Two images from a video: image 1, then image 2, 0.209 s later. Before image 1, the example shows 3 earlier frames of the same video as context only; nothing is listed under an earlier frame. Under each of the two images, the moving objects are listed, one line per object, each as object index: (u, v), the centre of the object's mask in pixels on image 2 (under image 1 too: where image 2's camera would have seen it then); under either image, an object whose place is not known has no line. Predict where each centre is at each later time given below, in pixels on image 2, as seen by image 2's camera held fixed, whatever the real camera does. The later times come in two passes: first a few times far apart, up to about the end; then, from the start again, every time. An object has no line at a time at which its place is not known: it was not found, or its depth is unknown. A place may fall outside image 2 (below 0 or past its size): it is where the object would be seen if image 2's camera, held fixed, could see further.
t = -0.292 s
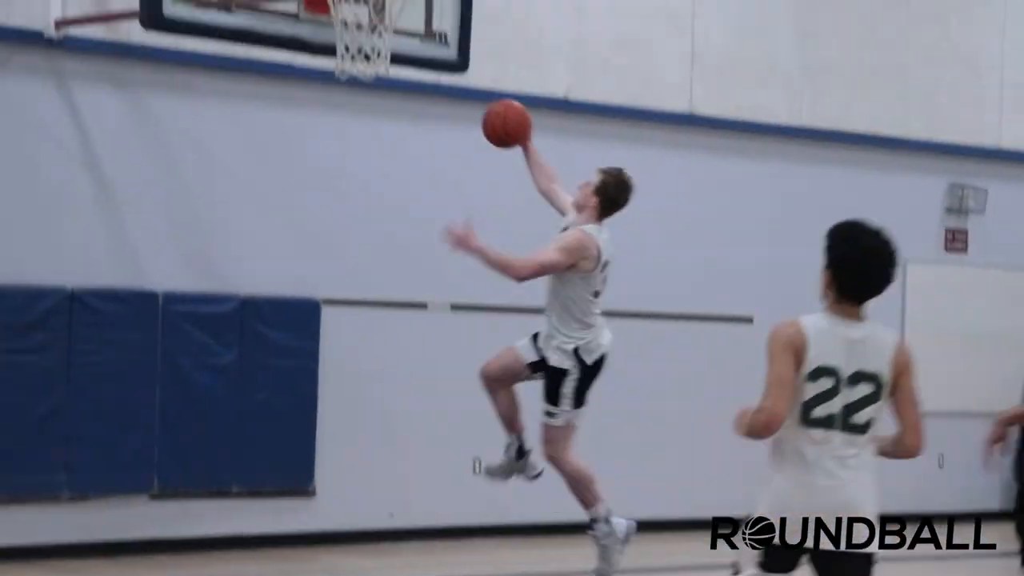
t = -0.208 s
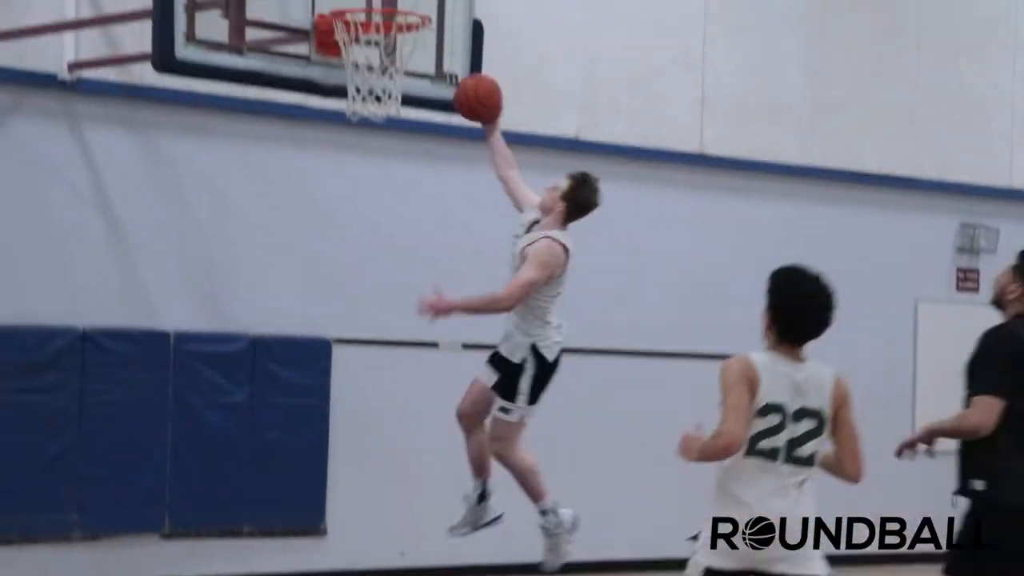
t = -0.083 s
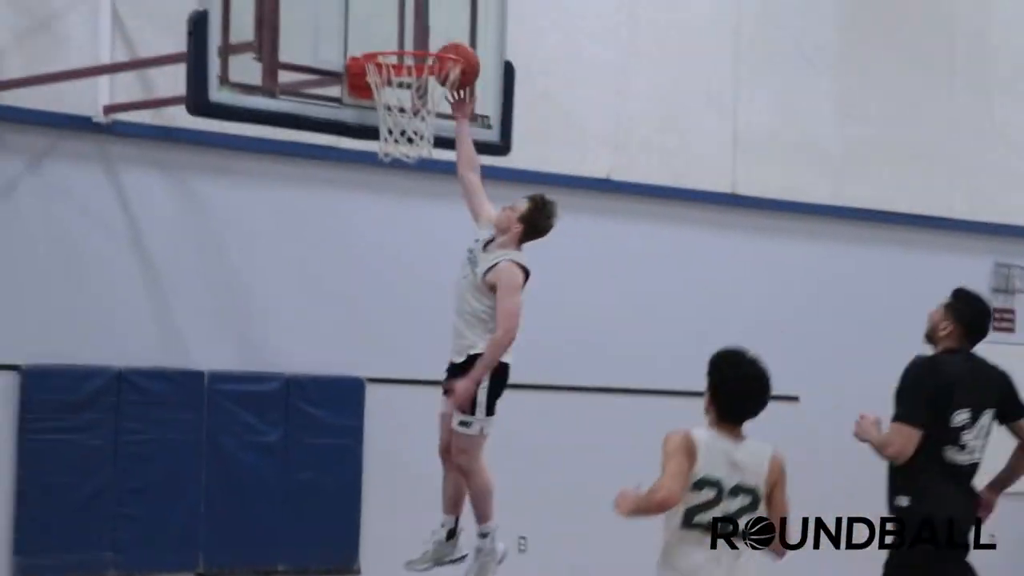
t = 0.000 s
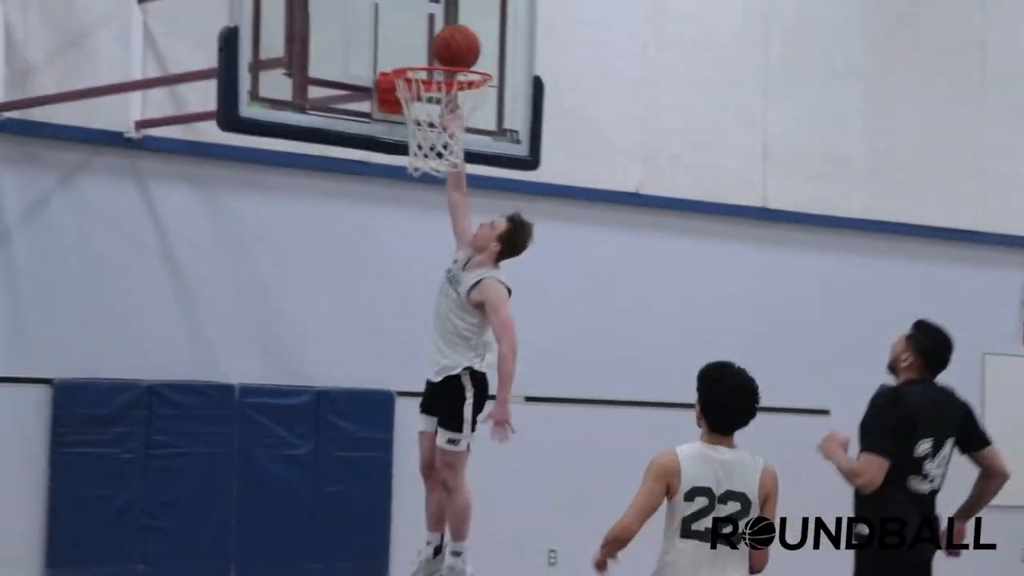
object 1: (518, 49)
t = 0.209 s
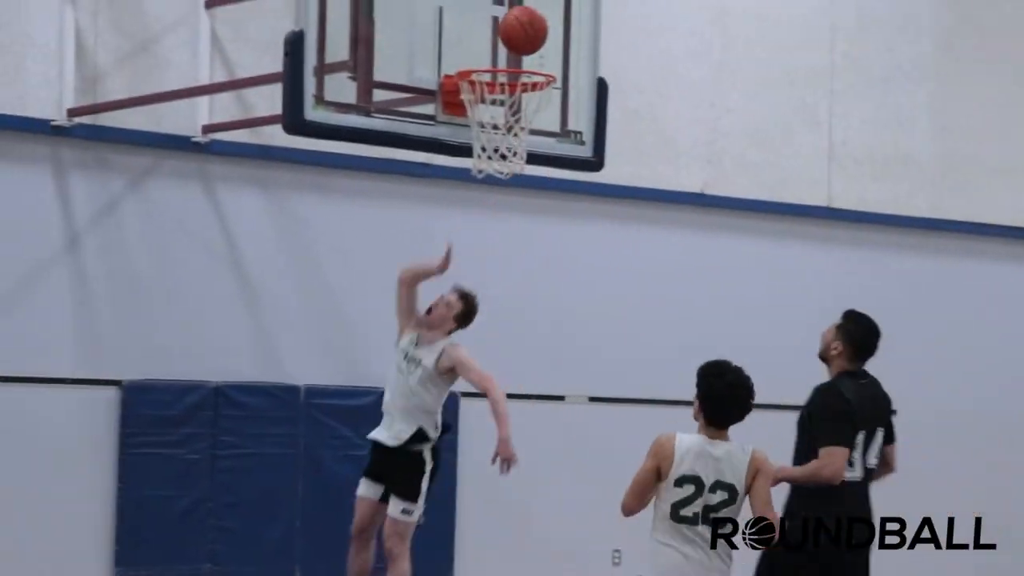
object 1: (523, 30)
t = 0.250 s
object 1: (524, 37)
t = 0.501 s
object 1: (481, 104)
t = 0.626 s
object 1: (478, 128)
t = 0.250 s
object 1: (524, 37)
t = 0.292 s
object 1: (525, 46)
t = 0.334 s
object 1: (525, 55)
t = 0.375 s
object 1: (517, 58)
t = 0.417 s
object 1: (504, 68)
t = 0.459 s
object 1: (492, 92)
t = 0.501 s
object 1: (481, 104)
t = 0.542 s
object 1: (477, 113)
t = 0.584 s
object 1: (478, 122)
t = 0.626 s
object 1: (478, 128)
